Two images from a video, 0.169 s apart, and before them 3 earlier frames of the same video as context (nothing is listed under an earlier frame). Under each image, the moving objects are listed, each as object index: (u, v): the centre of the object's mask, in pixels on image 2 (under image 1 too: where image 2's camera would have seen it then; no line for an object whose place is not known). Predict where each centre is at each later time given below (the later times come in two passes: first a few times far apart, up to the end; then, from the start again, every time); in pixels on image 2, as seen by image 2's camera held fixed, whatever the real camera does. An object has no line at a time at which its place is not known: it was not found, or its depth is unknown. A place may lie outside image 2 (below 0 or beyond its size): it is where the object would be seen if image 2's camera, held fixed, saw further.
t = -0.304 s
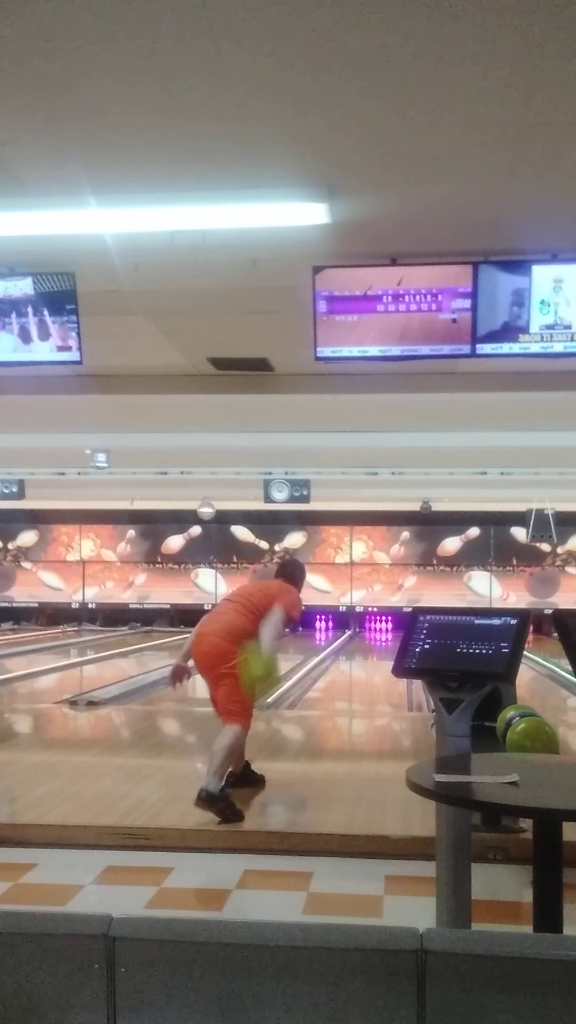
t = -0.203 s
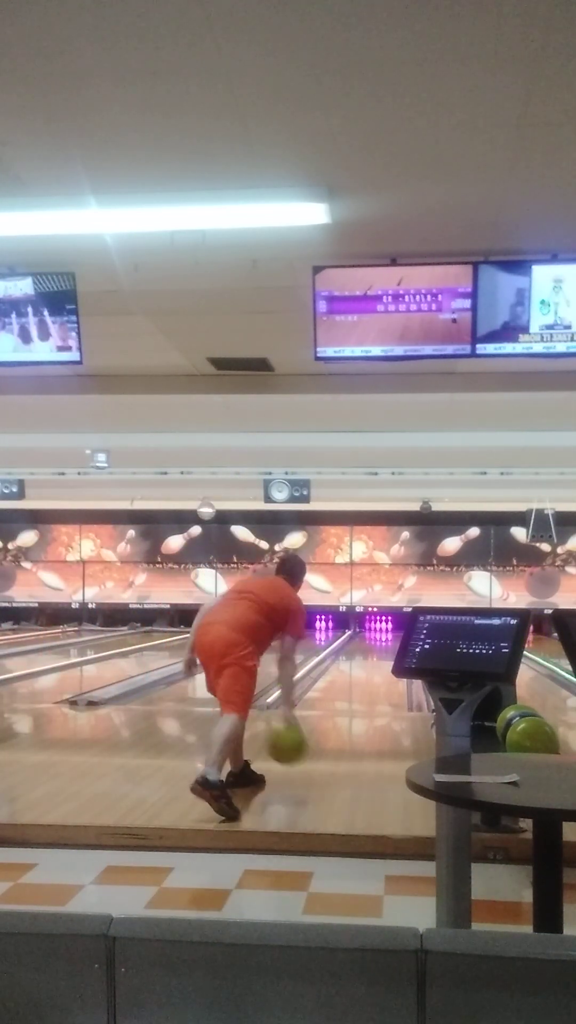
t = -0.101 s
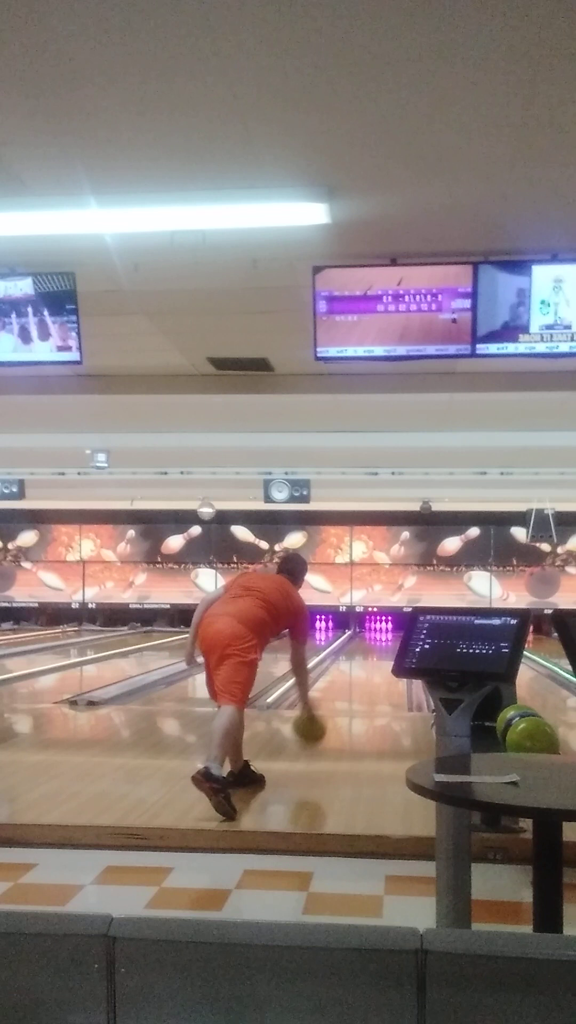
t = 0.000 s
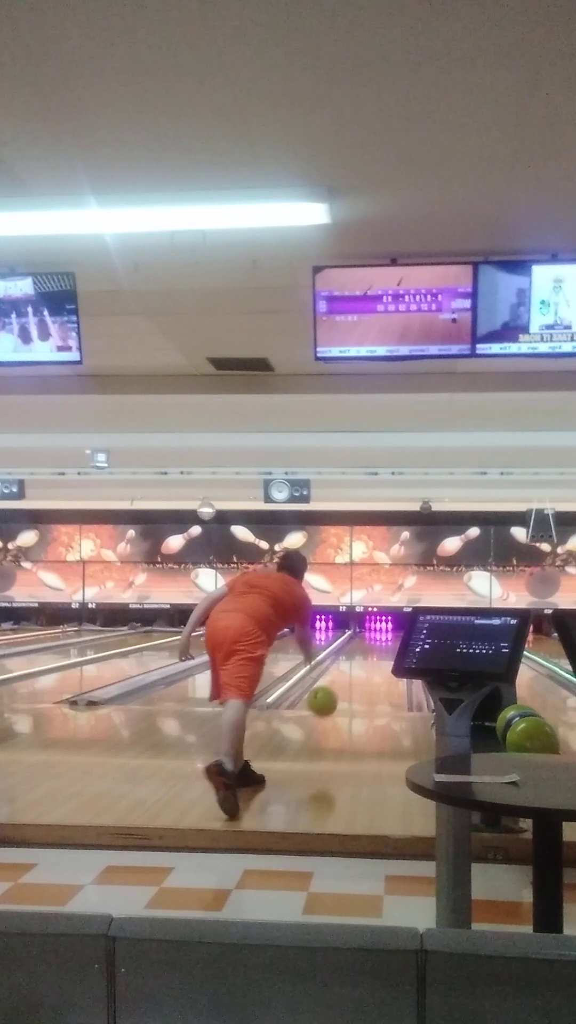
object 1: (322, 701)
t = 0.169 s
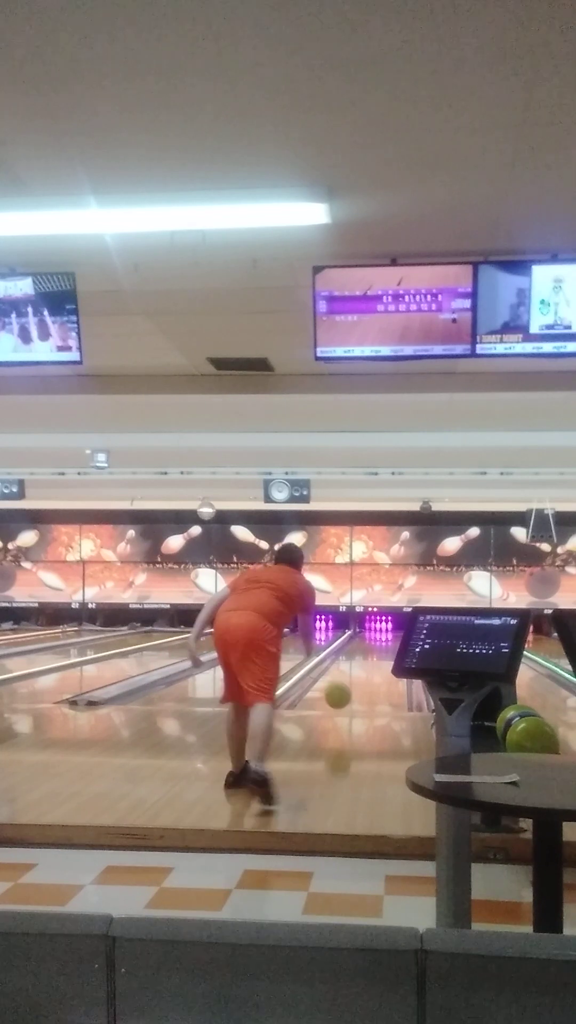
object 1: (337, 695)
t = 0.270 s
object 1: (345, 706)
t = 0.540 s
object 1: (359, 686)
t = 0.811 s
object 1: (369, 671)
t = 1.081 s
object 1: (375, 660)
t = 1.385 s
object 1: (380, 652)
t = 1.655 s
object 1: (385, 646)
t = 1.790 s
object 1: (386, 644)
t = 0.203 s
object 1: (340, 699)
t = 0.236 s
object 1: (343, 703)
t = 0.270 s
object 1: (345, 706)
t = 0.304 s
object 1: (347, 702)
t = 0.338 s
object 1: (349, 700)
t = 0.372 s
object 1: (351, 699)
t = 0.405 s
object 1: (353, 695)
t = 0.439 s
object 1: (354, 693)
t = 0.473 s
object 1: (356, 691)
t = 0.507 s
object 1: (358, 688)
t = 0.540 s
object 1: (359, 686)
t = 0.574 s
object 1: (361, 684)
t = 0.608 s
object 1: (362, 683)
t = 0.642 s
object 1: (363, 680)
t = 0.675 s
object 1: (365, 679)
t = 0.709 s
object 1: (366, 677)
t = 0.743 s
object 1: (367, 675)
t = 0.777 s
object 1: (368, 674)
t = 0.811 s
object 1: (369, 671)
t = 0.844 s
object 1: (370, 670)
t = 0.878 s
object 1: (371, 669)
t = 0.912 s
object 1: (371, 668)
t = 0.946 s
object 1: (372, 666)
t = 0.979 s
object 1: (373, 665)
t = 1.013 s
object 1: (374, 663)
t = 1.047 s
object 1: (375, 662)
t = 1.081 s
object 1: (375, 660)
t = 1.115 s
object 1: (376, 659)
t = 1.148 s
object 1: (376, 659)
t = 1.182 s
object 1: (377, 658)
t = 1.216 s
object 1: (378, 657)
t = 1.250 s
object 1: (378, 656)
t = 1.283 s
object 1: (379, 655)
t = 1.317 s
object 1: (380, 655)
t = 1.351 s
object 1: (380, 653)
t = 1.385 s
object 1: (380, 652)
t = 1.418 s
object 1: (381, 653)
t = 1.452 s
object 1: (383, 650)
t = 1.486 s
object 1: (383, 650)
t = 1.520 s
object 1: (383, 648)
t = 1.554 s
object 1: (383, 648)
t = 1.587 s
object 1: (384, 647)
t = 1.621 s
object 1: (384, 647)
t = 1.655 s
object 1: (385, 646)
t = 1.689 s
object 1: (385, 646)
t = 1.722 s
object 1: (385, 645)
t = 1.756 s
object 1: (386, 644)
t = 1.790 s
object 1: (386, 644)
